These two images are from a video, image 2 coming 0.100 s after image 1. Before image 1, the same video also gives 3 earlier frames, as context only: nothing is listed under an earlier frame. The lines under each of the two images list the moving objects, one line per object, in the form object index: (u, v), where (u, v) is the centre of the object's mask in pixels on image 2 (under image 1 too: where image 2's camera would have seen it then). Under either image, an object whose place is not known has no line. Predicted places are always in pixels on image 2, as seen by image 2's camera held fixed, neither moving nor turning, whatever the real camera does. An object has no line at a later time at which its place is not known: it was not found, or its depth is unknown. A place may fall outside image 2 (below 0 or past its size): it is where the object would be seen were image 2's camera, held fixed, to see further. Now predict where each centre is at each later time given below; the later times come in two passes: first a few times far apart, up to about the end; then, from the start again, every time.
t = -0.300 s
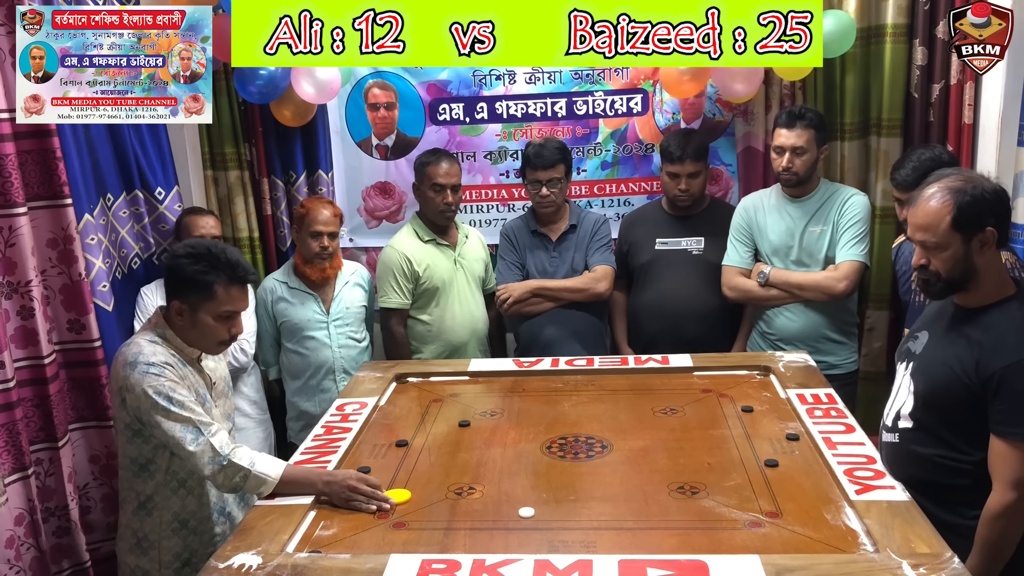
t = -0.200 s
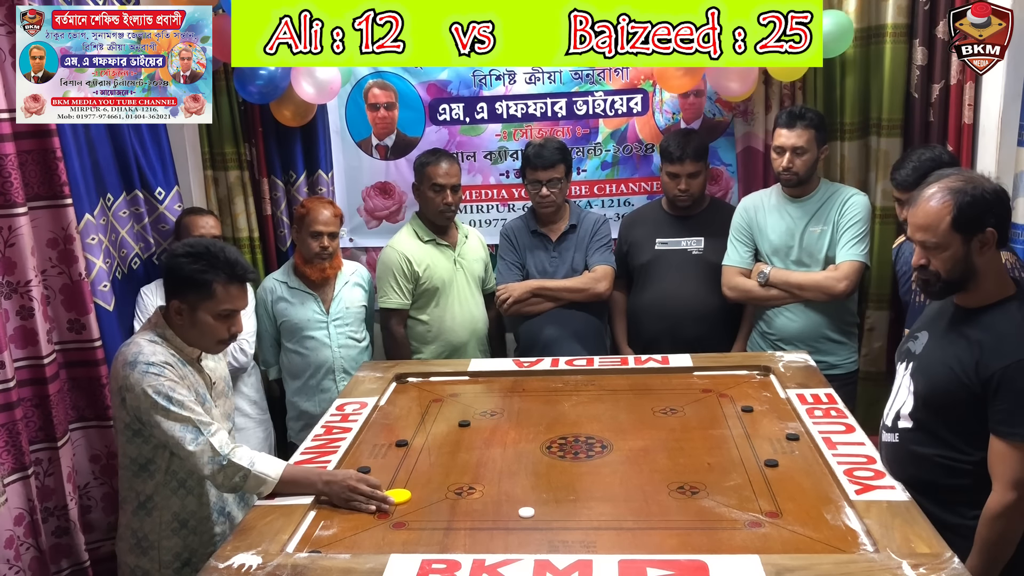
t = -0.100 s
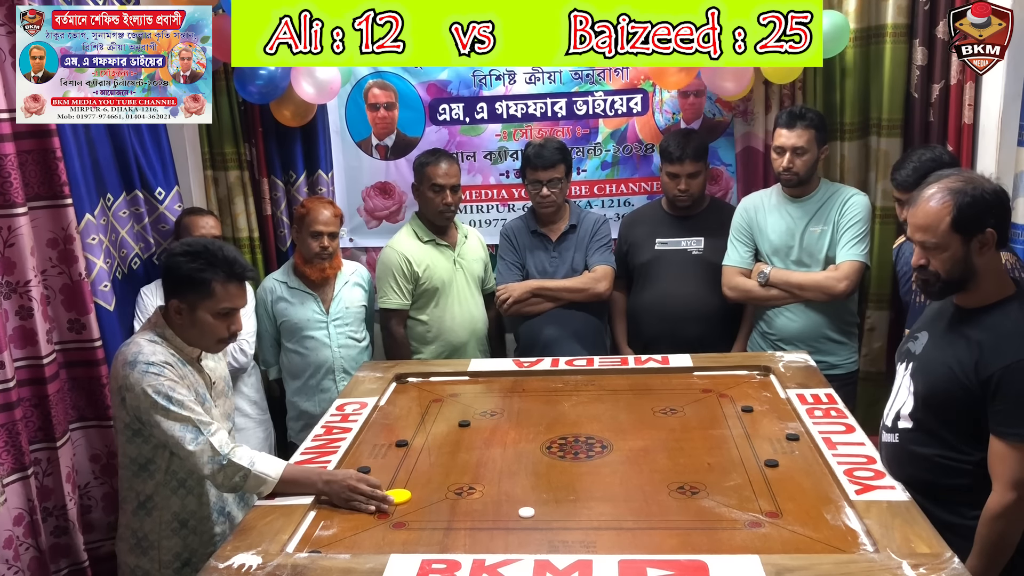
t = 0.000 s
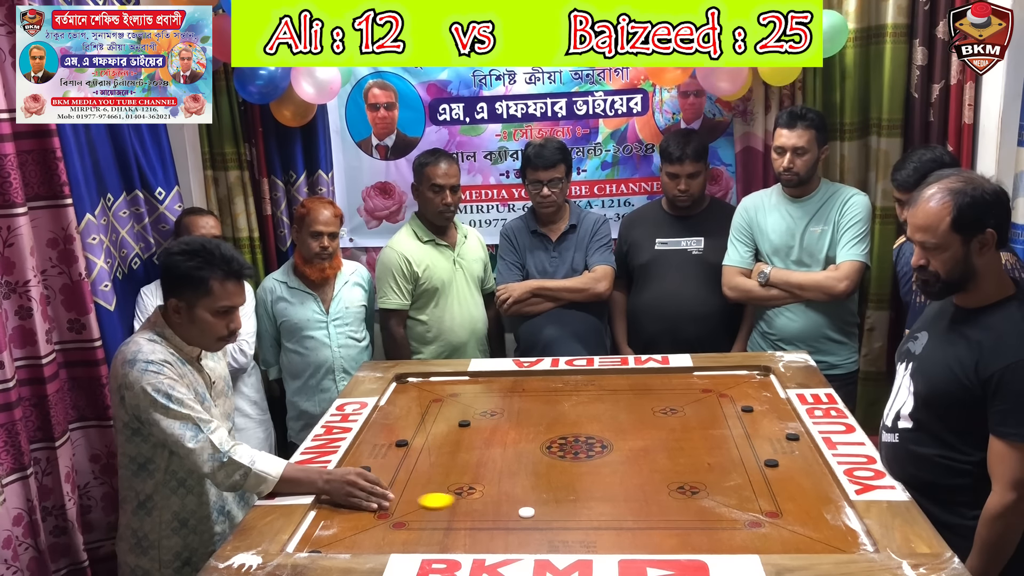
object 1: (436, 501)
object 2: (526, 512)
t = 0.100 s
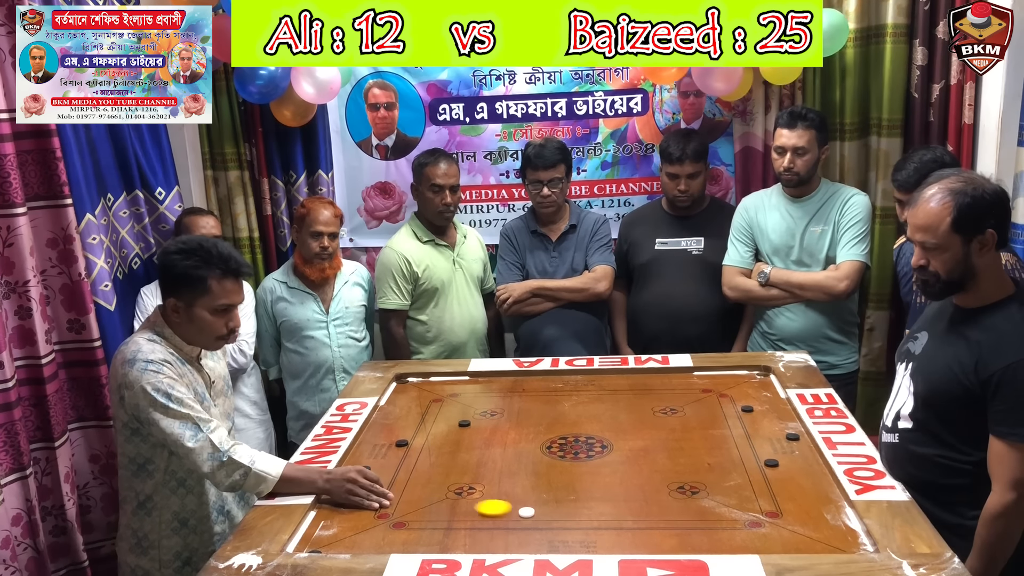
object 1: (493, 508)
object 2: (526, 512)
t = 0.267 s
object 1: (554, 516)
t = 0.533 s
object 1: (621, 526)
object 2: (848, 550)
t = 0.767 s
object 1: (654, 532)
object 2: (750, 551)
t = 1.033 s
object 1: (659, 533)
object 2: (666, 547)
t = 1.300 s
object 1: (659, 533)
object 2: (616, 544)
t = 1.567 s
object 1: (659, 533)
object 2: (603, 543)
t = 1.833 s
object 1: (659, 533)
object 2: (603, 543)
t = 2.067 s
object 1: (659, 533)
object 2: (603, 544)
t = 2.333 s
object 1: (659, 533)
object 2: (603, 544)
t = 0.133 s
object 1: (509, 510)
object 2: (538, 513)
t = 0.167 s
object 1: (521, 512)
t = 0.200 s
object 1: (532, 513)
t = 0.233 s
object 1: (543, 515)
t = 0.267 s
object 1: (554, 516)
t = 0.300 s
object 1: (564, 518)
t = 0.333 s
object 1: (573, 519)
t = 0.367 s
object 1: (583, 520)
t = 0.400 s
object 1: (591, 522)
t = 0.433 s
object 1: (599, 523)
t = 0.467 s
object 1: (607, 524)
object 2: (832, 548)
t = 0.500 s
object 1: (614, 525)
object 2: (859, 550)
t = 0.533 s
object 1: (621, 526)
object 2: (848, 550)
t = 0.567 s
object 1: (628, 527)
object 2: (836, 550)
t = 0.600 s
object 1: (633, 528)
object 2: (820, 549)
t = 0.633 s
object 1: (639, 529)
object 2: (805, 550)
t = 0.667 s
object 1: (643, 530)
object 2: (791, 552)
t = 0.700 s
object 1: (648, 531)
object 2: (773, 551)
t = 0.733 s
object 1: (651, 531)
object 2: (760, 550)
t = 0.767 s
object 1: (654, 532)
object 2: (750, 551)
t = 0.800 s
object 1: (656, 533)
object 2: (738, 551)
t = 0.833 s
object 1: (658, 533)
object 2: (726, 550)
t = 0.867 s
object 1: (659, 533)
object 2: (714, 549)
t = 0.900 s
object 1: (659, 533)
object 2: (705, 549)
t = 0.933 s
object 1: (659, 533)
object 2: (694, 549)
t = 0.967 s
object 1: (659, 533)
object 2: (684, 548)
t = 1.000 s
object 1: (659, 533)
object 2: (676, 548)
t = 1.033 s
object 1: (659, 533)
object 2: (666, 547)
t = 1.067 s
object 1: (659, 533)
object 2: (658, 547)
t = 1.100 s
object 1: (659, 533)
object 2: (650, 547)
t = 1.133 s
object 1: (659, 533)
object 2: (643, 546)
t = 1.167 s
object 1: (659, 533)
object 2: (637, 545)
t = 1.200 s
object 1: (659, 533)
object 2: (631, 545)
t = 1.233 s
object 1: (659, 533)
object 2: (625, 545)
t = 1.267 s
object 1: (659, 533)
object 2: (620, 545)
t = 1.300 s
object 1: (659, 533)
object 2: (616, 544)
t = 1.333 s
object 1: (659, 533)
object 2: (612, 544)
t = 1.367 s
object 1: (659, 533)
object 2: (609, 544)
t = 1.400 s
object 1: (659, 533)
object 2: (607, 544)
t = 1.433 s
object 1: (659, 533)
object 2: (605, 544)
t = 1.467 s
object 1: (659, 533)
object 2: (604, 543)
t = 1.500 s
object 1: (659, 533)
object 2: (603, 544)
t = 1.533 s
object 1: (659, 533)
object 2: (603, 543)
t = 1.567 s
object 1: (659, 533)
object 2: (603, 543)
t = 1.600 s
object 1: (659, 533)
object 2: (603, 544)
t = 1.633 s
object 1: (659, 533)
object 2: (603, 543)
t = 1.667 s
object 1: (659, 533)
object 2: (603, 544)
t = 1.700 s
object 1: (659, 533)
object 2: (603, 544)
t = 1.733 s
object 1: (659, 533)
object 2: (603, 544)
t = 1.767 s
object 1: (659, 533)
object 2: (603, 544)
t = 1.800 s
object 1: (659, 533)
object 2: (603, 544)
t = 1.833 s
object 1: (659, 533)
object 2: (603, 543)
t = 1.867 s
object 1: (659, 533)
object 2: (603, 544)
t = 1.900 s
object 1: (659, 533)
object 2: (603, 544)
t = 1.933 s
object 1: (659, 533)
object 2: (603, 544)
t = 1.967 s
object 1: (659, 533)
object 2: (603, 544)
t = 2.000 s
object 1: (659, 533)
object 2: (603, 544)
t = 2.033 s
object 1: (659, 533)
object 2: (603, 544)
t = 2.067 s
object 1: (659, 533)
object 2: (603, 544)
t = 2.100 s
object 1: (659, 533)
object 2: (603, 544)
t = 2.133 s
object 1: (659, 533)
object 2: (603, 544)
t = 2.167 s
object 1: (659, 533)
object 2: (603, 544)
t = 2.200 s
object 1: (659, 533)
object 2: (603, 544)
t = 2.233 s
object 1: (659, 533)
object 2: (603, 544)
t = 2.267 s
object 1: (659, 533)
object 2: (603, 544)
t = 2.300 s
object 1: (659, 533)
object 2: (603, 544)
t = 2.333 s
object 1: (659, 533)
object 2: (603, 544)
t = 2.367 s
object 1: (659, 533)
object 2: (603, 543)
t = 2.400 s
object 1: (659, 533)
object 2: (603, 543)
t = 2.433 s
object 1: (659, 533)
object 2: (603, 544)
